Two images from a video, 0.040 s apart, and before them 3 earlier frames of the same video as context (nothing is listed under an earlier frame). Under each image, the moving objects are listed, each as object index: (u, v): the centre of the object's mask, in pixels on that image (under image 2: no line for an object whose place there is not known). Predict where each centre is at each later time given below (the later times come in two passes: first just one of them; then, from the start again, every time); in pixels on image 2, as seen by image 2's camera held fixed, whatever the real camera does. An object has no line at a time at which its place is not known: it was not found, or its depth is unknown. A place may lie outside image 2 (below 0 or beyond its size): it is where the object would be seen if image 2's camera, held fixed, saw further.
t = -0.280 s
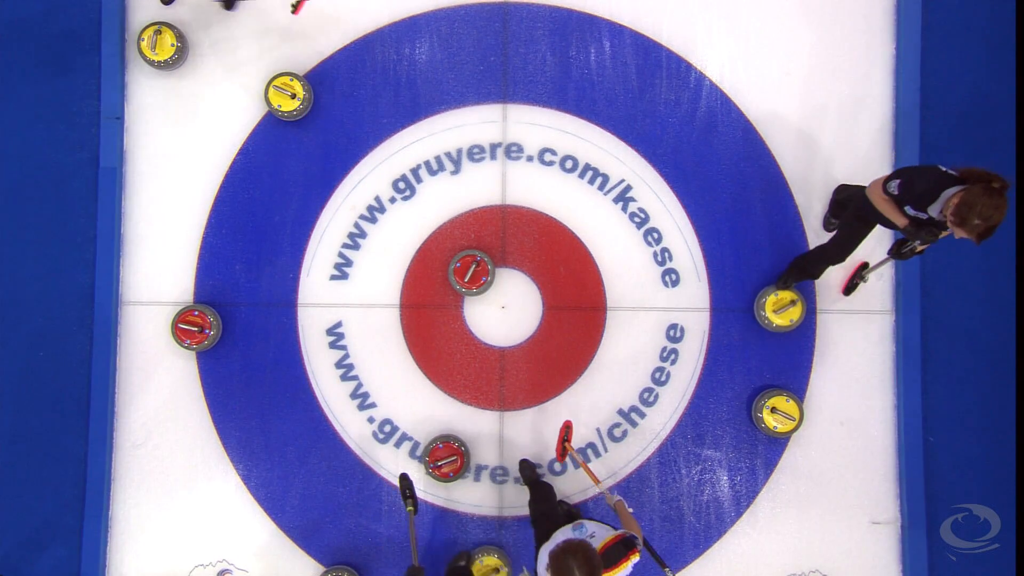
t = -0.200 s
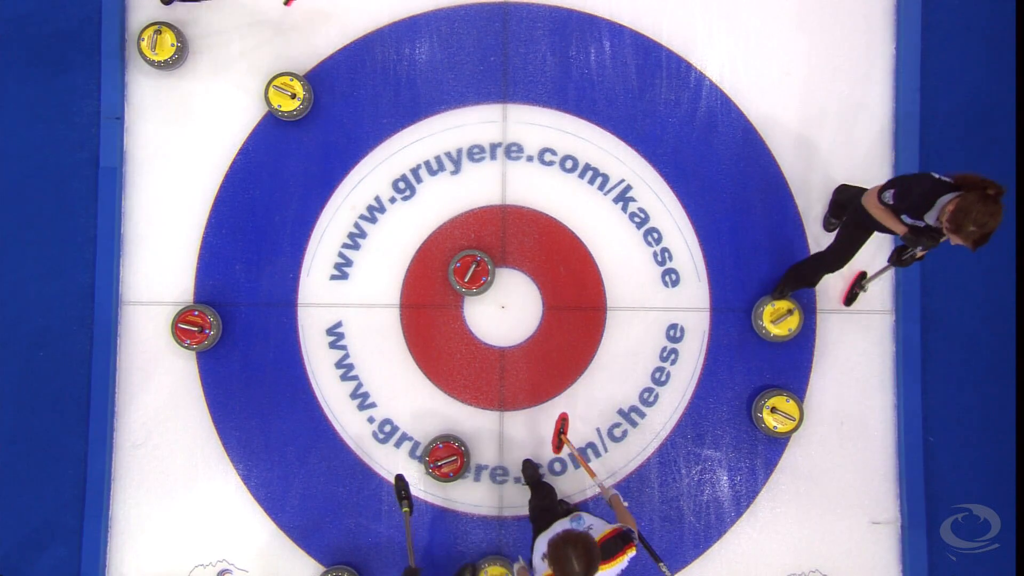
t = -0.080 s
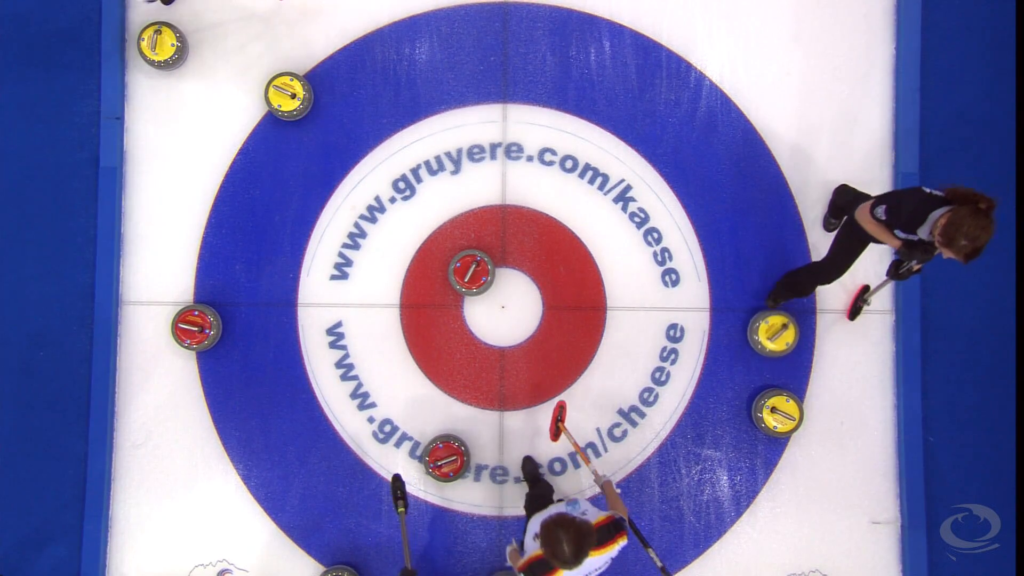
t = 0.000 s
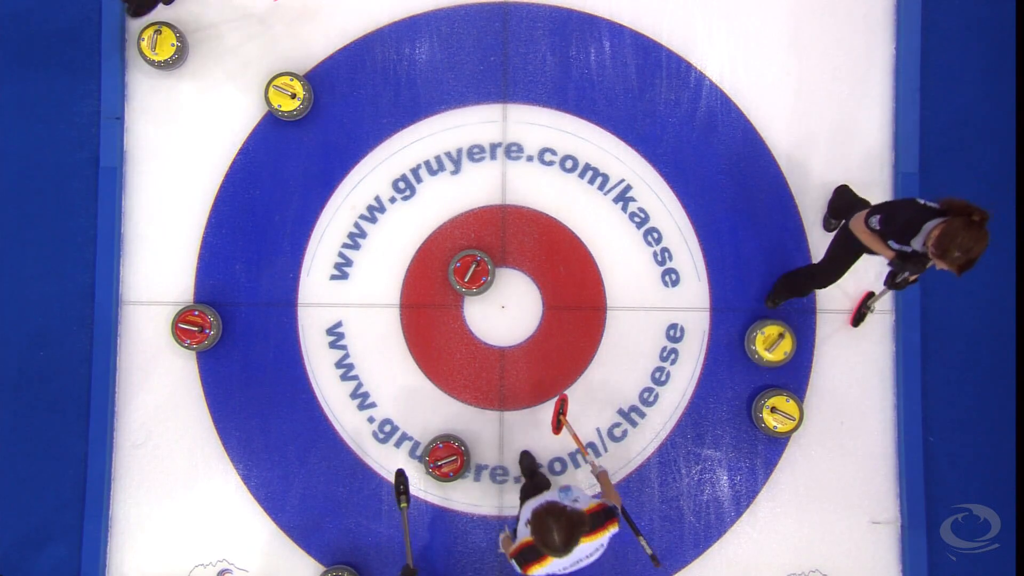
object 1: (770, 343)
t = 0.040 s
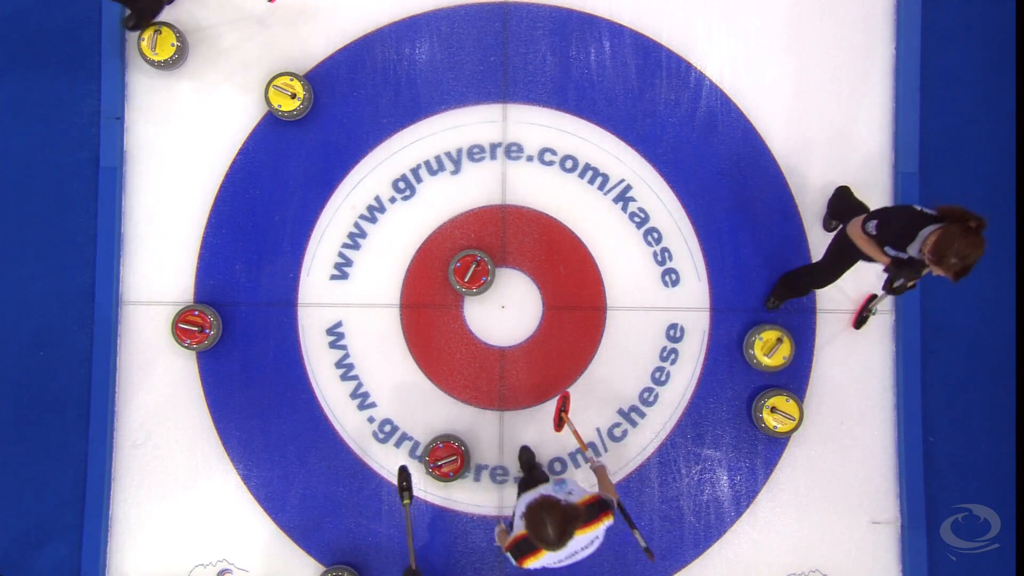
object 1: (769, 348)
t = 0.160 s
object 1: (765, 362)
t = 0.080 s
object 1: (767, 352)
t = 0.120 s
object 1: (766, 357)
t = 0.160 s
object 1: (765, 362)
